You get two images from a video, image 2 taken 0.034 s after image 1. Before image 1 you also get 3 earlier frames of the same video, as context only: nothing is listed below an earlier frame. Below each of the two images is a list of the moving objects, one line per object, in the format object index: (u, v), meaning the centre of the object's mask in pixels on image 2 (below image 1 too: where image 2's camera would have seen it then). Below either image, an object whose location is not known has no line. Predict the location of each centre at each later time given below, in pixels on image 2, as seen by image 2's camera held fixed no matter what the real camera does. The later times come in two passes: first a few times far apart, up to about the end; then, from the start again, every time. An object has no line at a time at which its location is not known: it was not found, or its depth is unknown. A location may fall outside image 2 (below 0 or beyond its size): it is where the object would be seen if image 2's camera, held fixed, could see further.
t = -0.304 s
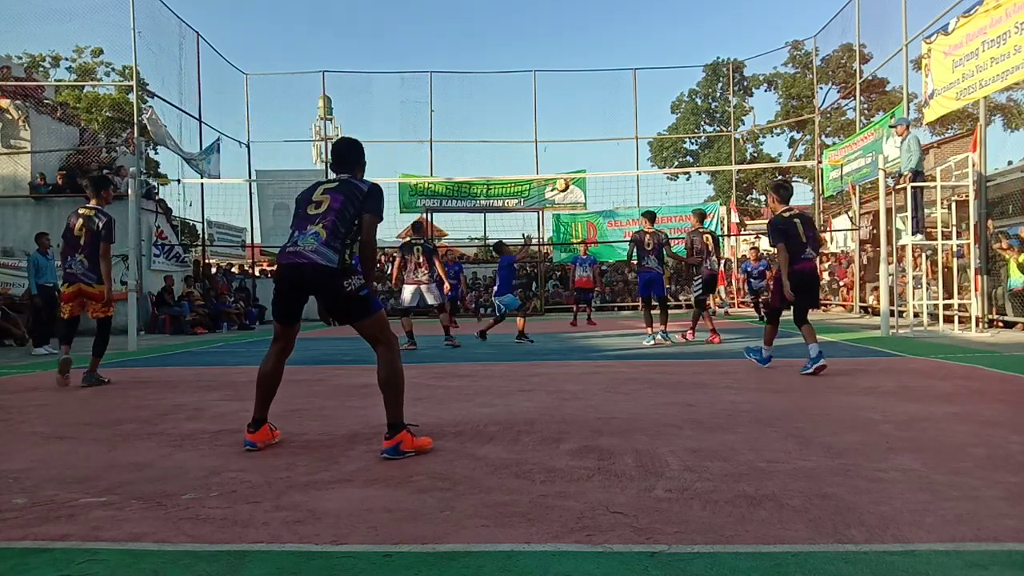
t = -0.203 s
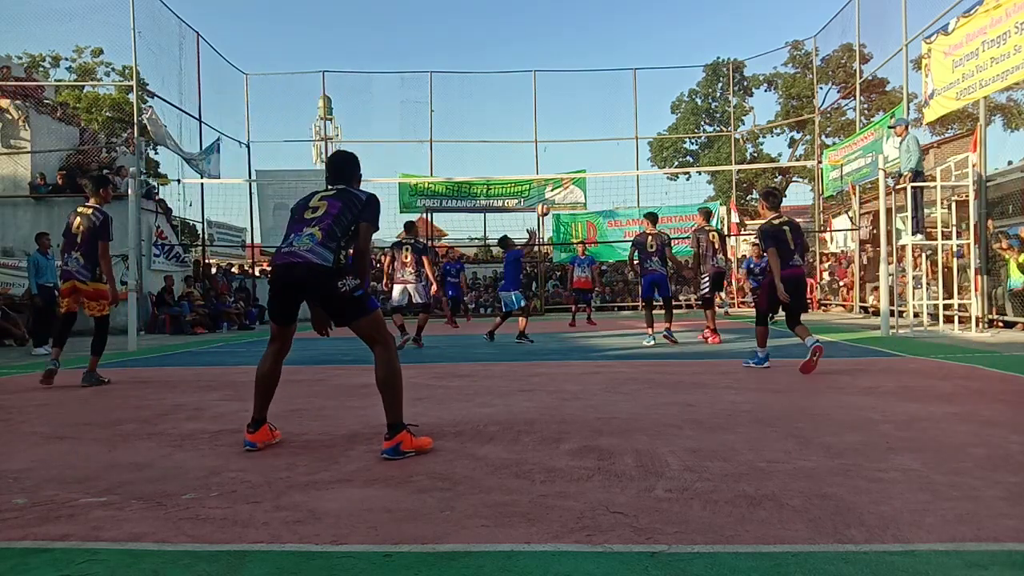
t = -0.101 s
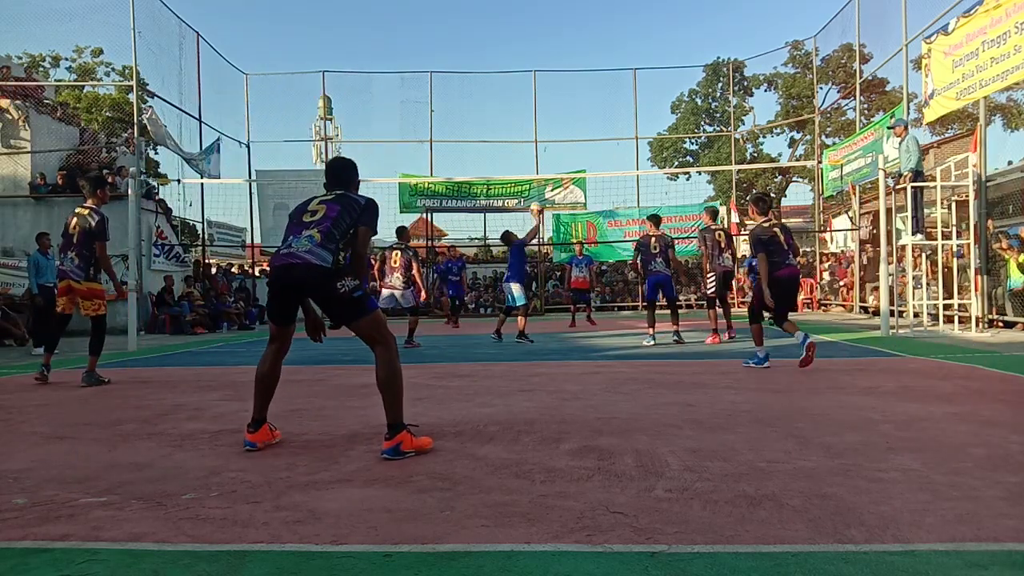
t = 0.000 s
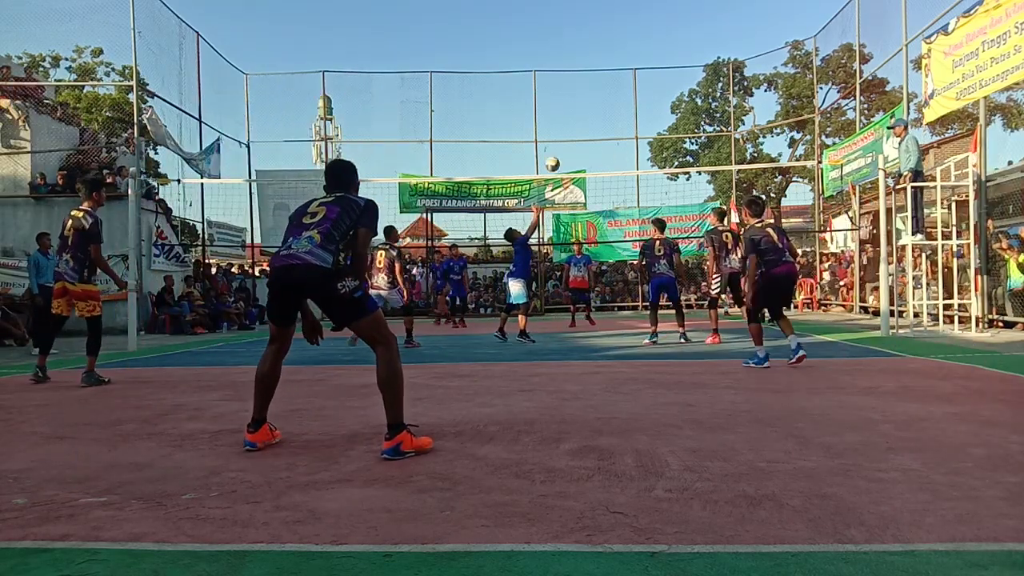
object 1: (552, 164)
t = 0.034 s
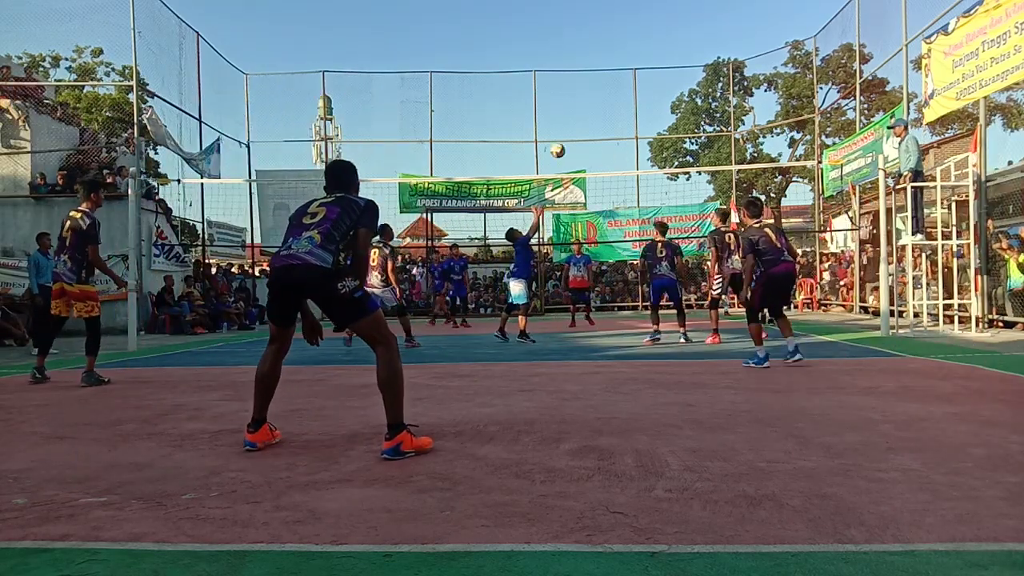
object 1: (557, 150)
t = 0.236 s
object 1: (591, 85)
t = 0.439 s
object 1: (624, 51)
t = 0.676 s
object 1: (662, 47)
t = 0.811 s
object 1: (684, 61)
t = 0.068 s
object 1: (563, 137)
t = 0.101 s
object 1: (569, 125)
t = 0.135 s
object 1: (574, 114)
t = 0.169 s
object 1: (579, 103)
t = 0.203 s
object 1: (585, 94)
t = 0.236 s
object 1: (591, 85)
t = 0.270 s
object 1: (596, 78)
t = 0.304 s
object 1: (602, 71)
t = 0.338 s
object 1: (607, 65)
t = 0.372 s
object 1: (613, 59)
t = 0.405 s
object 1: (619, 55)
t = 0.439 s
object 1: (624, 51)
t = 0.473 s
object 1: (629, 48)
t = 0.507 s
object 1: (635, 46)
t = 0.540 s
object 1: (640, 44)
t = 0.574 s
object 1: (646, 44)
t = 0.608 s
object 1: (652, 44)
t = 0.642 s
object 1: (657, 45)
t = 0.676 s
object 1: (662, 47)
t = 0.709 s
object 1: (668, 49)
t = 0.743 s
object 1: (673, 52)
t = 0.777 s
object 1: (679, 56)
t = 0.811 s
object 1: (684, 61)
